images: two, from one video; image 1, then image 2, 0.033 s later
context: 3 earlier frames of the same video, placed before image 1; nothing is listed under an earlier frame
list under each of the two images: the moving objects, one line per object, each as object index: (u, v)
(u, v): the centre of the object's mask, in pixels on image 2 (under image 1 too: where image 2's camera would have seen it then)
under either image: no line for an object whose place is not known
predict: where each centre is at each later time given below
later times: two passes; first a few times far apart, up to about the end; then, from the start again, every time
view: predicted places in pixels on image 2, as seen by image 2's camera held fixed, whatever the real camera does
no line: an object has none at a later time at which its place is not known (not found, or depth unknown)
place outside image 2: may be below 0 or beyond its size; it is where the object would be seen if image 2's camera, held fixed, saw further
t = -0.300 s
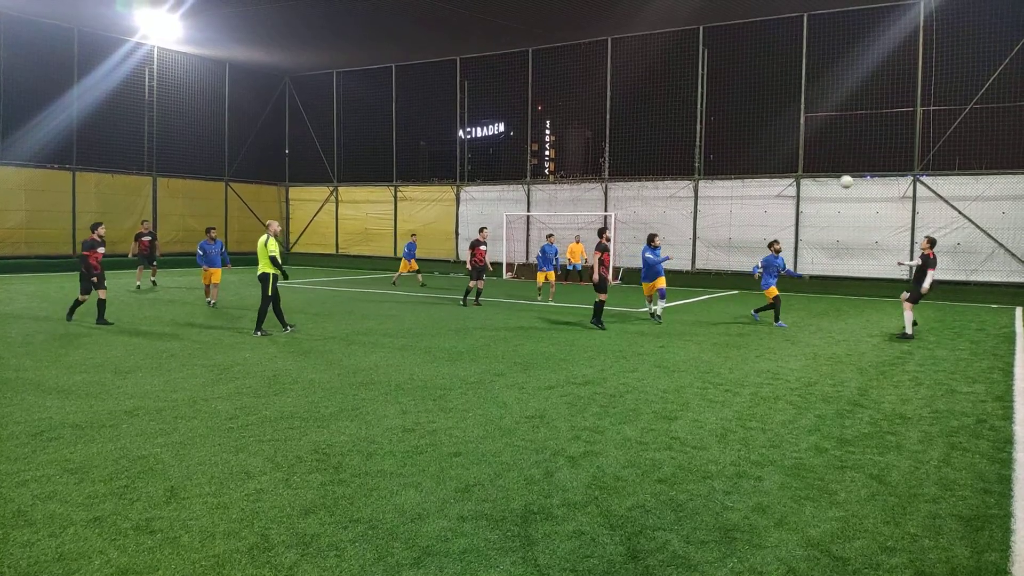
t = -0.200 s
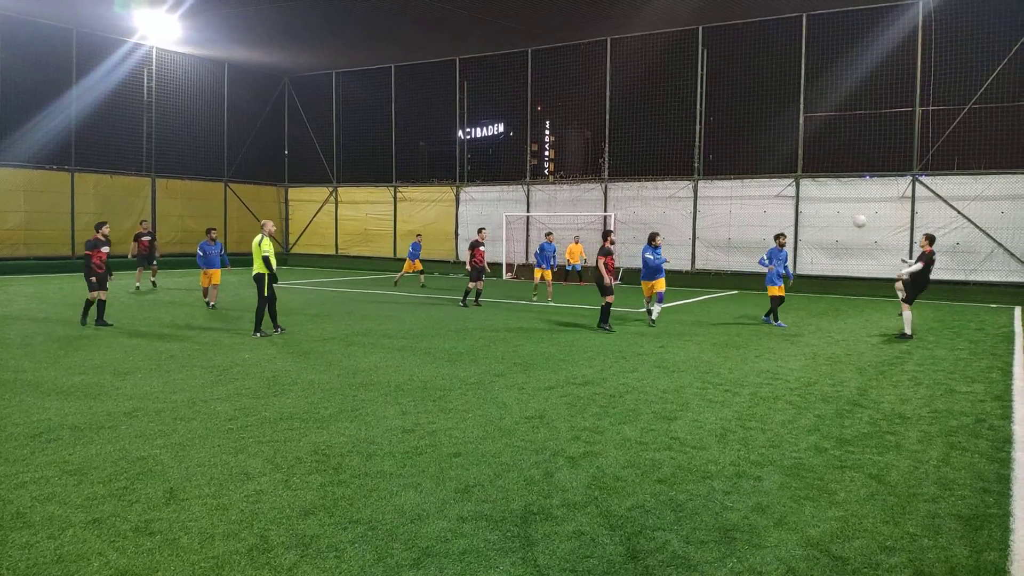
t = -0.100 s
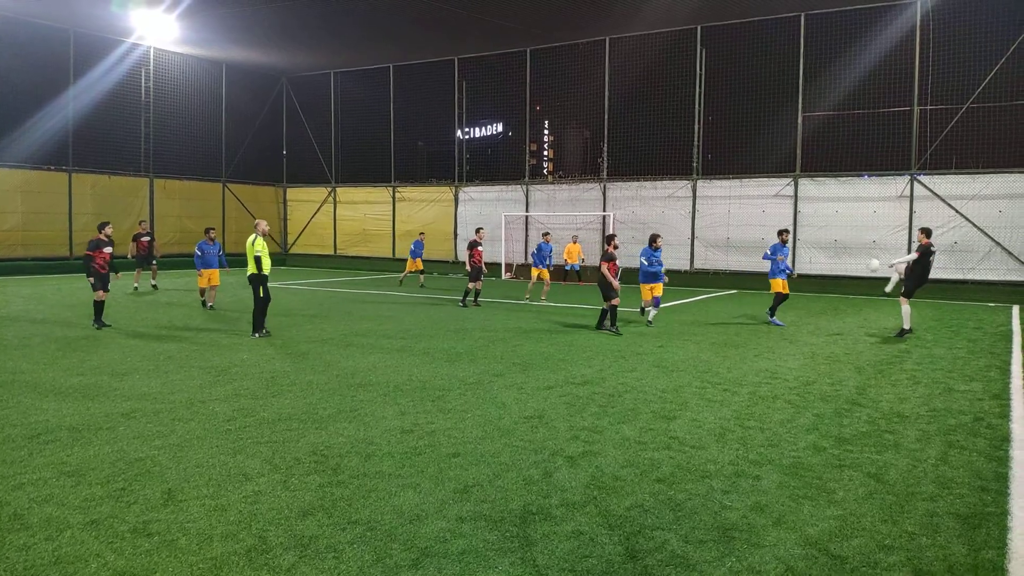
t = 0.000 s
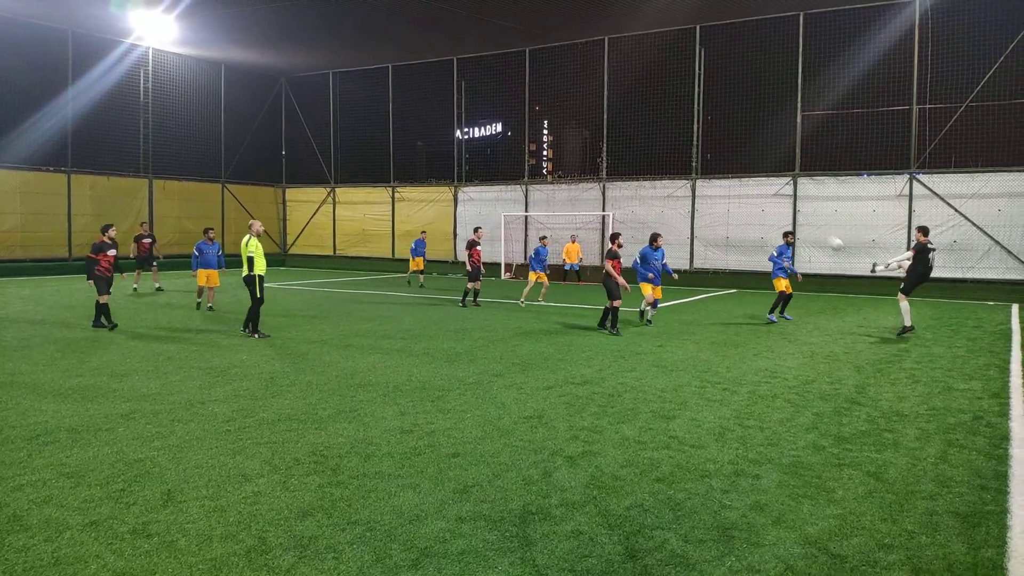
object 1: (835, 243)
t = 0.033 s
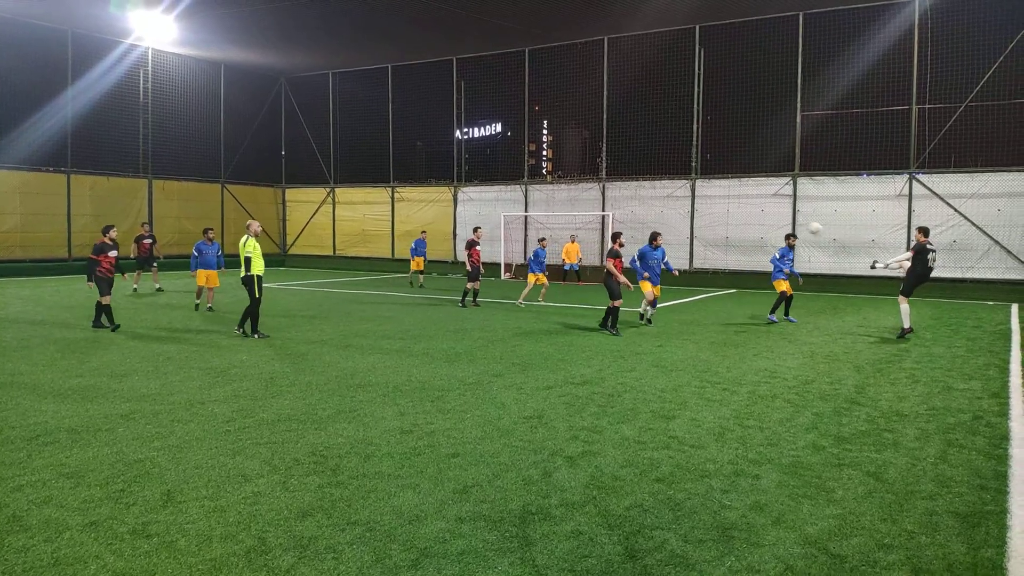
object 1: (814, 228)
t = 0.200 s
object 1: (723, 170)
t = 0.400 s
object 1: (617, 126)
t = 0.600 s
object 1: (524, 109)
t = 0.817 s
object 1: (433, 116)
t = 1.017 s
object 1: (356, 143)
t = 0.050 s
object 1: (806, 223)
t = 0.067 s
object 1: (795, 215)
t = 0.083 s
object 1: (788, 209)
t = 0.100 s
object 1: (778, 203)
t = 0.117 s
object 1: (768, 196)
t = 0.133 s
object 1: (759, 190)
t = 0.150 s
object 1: (750, 184)
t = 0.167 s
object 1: (740, 179)
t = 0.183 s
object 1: (732, 174)
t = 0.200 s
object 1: (723, 170)
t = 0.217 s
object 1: (713, 165)
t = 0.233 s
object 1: (705, 160)
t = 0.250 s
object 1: (696, 156)
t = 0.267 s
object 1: (686, 152)
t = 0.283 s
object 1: (678, 148)
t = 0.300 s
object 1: (669, 145)
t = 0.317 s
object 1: (660, 141)
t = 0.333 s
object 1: (651, 138)
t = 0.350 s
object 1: (643, 135)
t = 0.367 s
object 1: (634, 131)
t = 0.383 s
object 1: (625, 129)
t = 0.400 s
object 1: (617, 126)
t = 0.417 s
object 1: (608, 124)
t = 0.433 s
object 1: (600, 122)
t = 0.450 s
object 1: (592, 120)
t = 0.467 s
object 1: (584, 118)
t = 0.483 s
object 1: (576, 117)
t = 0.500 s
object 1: (568, 115)
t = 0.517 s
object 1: (561, 114)
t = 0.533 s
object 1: (553, 112)
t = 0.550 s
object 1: (545, 112)
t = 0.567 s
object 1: (538, 111)
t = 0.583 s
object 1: (531, 110)
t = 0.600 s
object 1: (524, 109)
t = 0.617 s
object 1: (516, 109)
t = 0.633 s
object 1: (509, 109)
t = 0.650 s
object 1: (502, 109)
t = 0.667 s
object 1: (495, 109)
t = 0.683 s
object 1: (489, 109)
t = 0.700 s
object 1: (481, 109)
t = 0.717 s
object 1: (475, 110)
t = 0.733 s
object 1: (467, 111)
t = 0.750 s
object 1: (460, 111)
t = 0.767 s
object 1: (454, 112)
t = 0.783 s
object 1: (447, 113)
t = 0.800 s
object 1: (440, 114)
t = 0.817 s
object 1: (433, 116)
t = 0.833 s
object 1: (427, 117)
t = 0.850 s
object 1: (420, 119)
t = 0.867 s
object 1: (413, 121)
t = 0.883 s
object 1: (407, 122)
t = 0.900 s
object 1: (400, 124)
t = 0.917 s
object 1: (393, 127)
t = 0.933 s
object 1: (387, 129)
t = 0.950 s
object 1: (381, 131)
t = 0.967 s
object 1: (374, 134)
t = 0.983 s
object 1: (368, 137)
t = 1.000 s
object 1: (362, 139)
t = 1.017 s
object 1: (356, 143)
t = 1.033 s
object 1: (350, 145)
